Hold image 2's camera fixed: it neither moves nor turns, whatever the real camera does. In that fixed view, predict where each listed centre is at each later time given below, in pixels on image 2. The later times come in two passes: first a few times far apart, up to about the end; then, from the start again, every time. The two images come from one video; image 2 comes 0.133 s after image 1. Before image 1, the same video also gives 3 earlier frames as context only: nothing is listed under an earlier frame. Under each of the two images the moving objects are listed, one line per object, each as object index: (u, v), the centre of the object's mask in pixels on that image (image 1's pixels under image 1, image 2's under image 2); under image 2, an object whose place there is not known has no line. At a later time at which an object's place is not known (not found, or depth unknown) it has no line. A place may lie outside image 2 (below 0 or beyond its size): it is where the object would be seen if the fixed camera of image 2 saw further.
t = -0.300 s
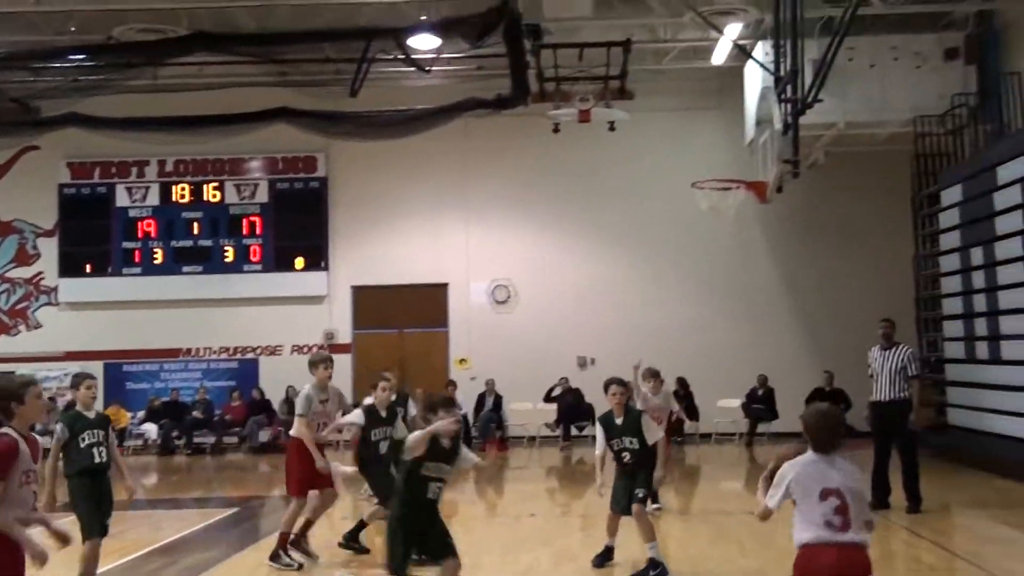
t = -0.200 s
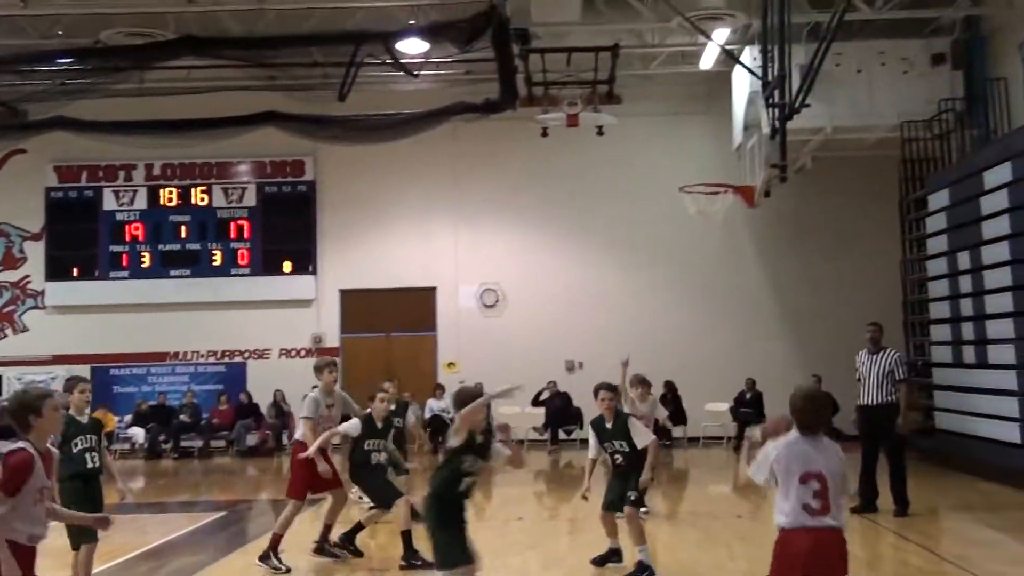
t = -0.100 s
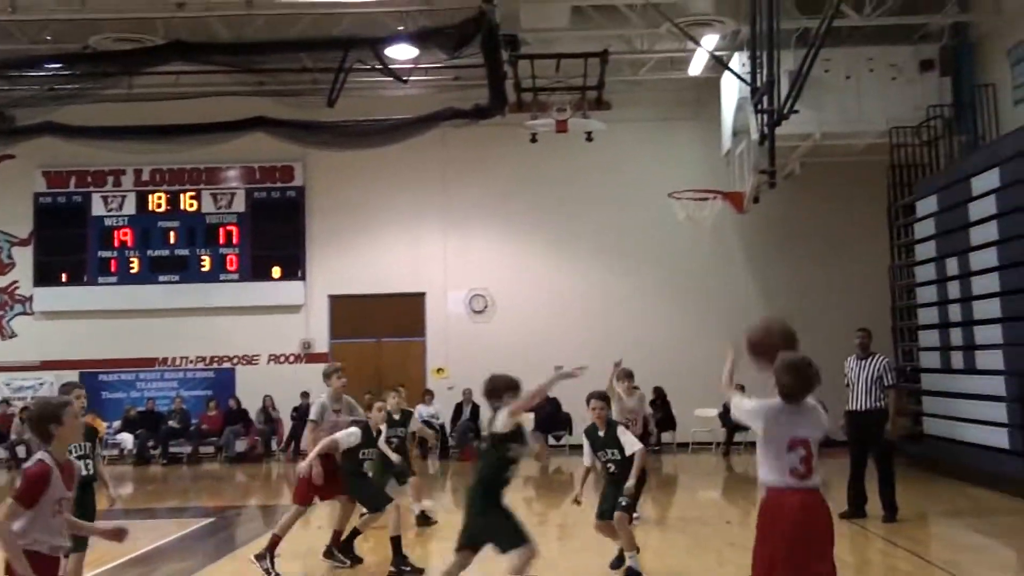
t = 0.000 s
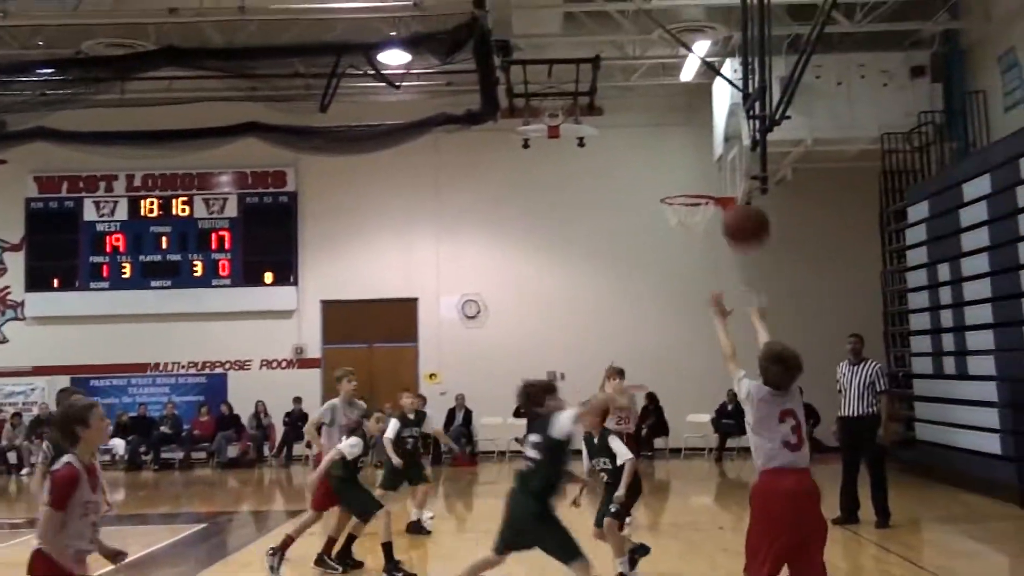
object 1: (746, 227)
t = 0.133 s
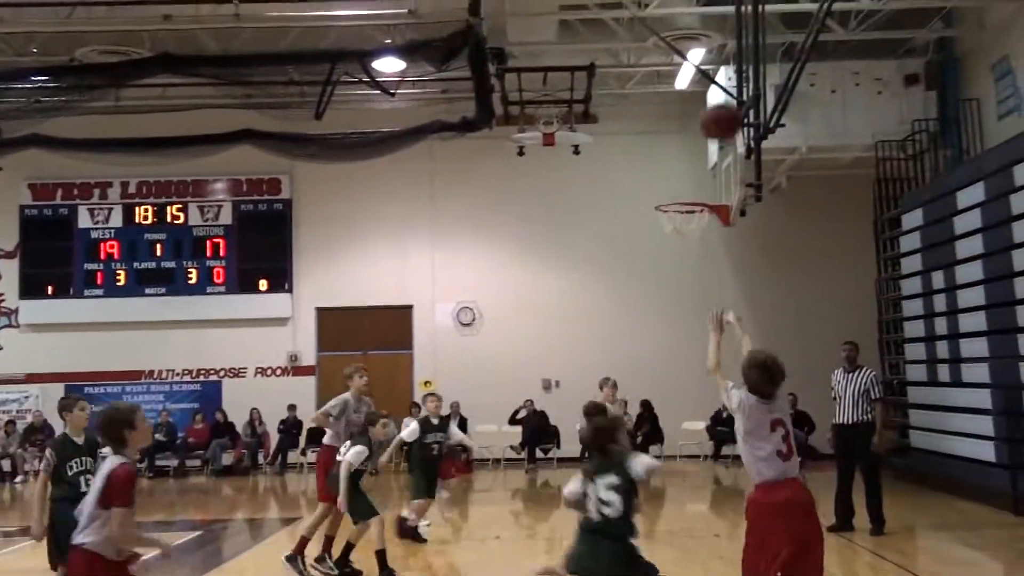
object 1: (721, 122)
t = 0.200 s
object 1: (713, 81)
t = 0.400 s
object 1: (694, 23)
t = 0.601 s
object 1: (680, 27)
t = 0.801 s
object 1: (669, 79)
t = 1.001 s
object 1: (661, 166)
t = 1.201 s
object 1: (653, 198)
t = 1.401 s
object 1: (648, 232)
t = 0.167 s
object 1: (717, 101)
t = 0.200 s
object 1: (713, 81)
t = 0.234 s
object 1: (710, 66)
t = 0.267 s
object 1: (707, 53)
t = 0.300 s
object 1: (703, 44)
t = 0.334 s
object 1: (700, 34)
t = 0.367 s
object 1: (697, 28)
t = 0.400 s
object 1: (694, 23)
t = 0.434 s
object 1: (691, 20)
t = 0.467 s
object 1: (689, 19)
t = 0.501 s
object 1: (686, 19)
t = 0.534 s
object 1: (684, 20)
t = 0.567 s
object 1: (682, 22)
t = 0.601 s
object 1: (680, 27)
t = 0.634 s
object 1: (679, 32)
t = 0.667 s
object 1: (676, 39)
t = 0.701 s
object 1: (674, 47)
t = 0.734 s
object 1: (672, 57)
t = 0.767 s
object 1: (670, 66)
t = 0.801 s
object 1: (669, 79)
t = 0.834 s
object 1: (668, 92)
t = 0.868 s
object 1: (667, 106)
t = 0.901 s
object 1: (665, 120)
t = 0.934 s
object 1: (664, 134)
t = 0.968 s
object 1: (663, 150)
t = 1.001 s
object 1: (661, 166)
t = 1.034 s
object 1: (660, 184)
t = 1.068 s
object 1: (659, 198)
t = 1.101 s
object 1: (658, 197)
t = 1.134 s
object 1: (657, 197)
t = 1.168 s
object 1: (655, 197)
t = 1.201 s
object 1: (653, 198)
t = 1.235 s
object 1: (652, 201)
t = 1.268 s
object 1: (651, 205)
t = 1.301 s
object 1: (650, 210)
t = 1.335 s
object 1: (649, 217)
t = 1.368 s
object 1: (648, 224)
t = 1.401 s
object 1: (648, 232)
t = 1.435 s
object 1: (647, 241)
